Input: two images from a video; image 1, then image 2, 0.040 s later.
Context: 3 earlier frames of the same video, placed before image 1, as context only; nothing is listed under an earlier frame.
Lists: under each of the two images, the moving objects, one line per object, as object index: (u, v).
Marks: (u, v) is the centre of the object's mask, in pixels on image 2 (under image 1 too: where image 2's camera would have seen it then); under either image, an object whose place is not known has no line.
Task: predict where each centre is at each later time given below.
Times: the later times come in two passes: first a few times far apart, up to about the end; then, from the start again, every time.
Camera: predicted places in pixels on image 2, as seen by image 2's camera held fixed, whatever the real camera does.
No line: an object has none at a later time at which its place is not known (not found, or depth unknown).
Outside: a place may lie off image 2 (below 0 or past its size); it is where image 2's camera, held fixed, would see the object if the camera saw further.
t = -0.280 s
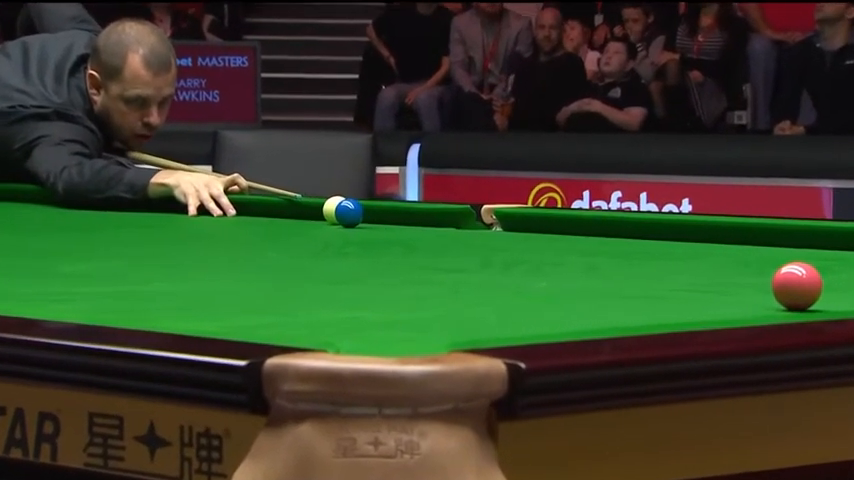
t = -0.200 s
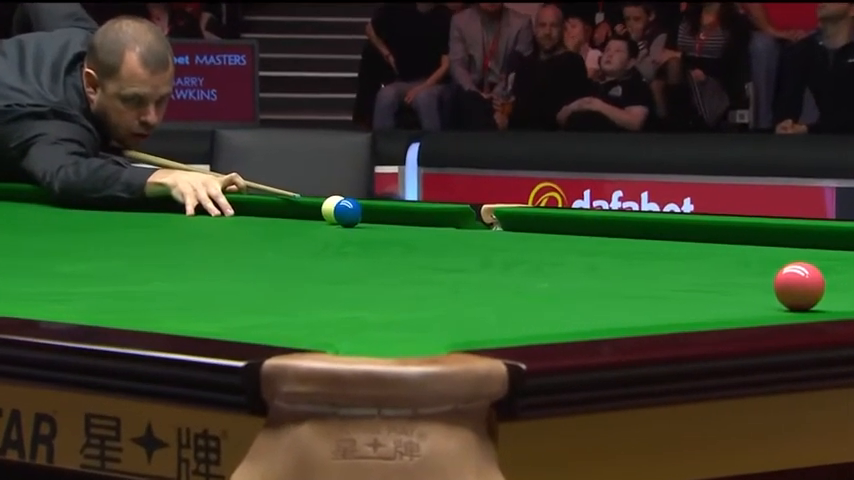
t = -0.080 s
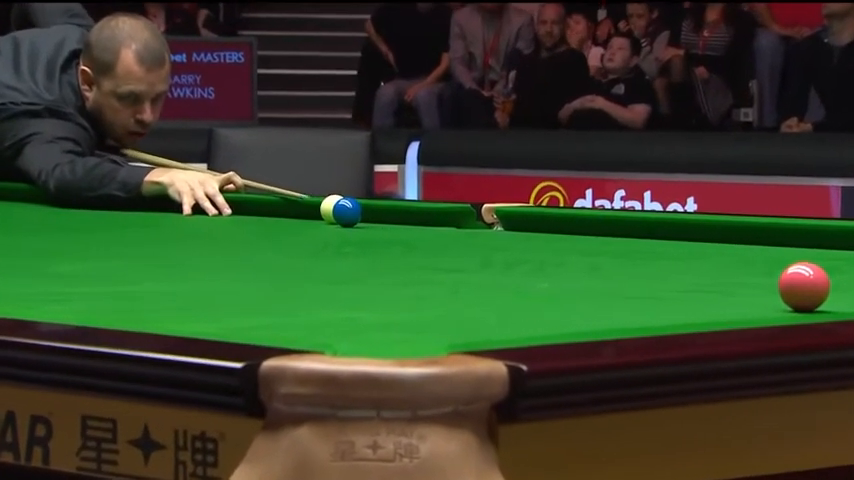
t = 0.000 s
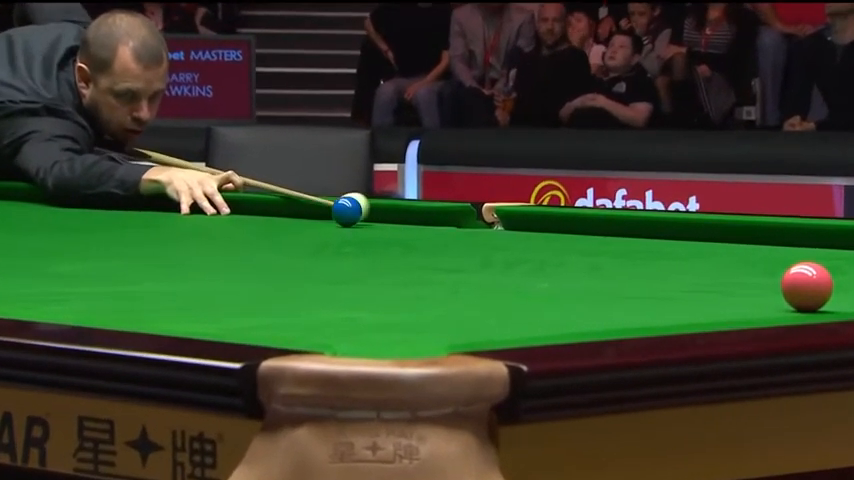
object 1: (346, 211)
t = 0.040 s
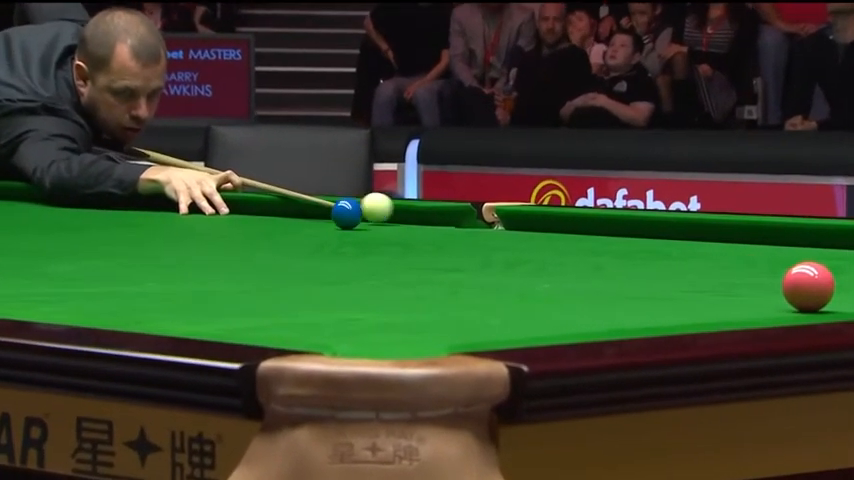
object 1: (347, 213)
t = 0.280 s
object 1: (349, 228)
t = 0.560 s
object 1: (356, 243)
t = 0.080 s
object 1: (347, 215)
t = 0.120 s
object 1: (348, 217)
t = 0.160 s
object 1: (348, 220)
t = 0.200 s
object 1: (348, 223)
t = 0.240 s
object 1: (349, 225)
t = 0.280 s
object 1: (349, 228)
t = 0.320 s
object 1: (350, 230)
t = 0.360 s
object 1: (351, 232)
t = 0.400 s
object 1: (351, 234)
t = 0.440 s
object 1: (352, 237)
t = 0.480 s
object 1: (353, 239)
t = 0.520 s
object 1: (355, 241)
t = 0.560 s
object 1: (356, 243)
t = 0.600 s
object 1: (356, 244)
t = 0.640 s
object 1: (357, 247)
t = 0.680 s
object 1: (358, 250)
